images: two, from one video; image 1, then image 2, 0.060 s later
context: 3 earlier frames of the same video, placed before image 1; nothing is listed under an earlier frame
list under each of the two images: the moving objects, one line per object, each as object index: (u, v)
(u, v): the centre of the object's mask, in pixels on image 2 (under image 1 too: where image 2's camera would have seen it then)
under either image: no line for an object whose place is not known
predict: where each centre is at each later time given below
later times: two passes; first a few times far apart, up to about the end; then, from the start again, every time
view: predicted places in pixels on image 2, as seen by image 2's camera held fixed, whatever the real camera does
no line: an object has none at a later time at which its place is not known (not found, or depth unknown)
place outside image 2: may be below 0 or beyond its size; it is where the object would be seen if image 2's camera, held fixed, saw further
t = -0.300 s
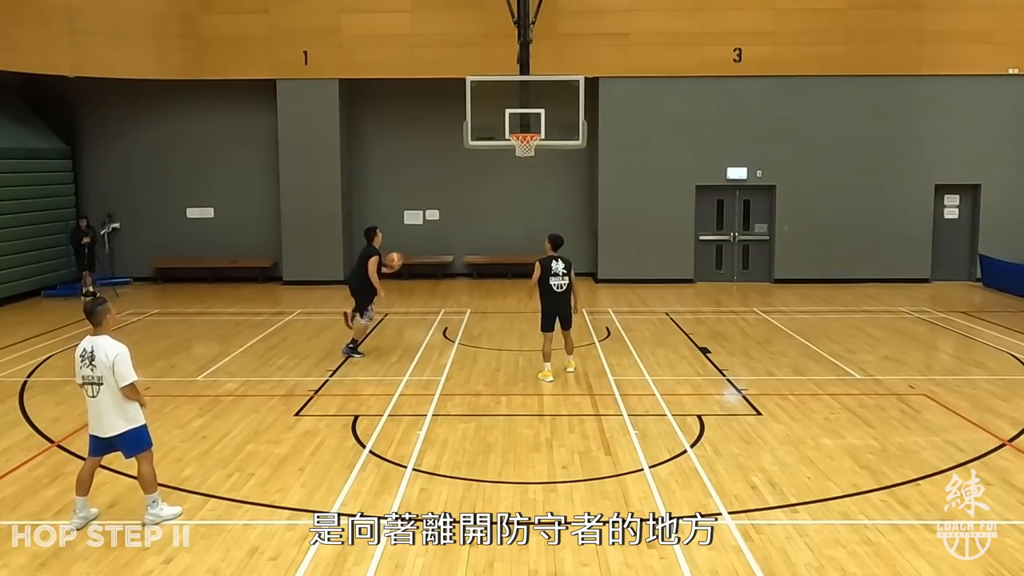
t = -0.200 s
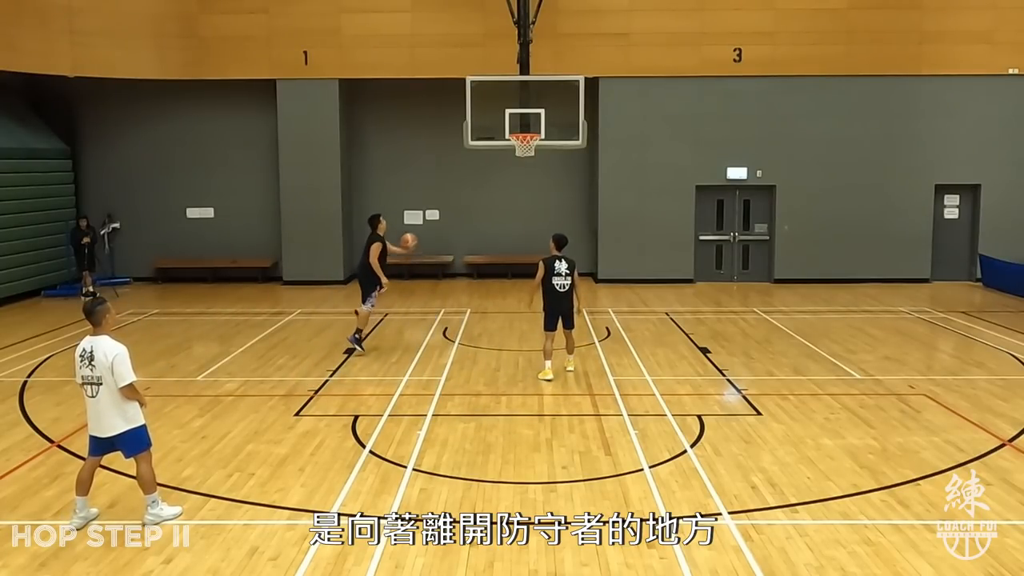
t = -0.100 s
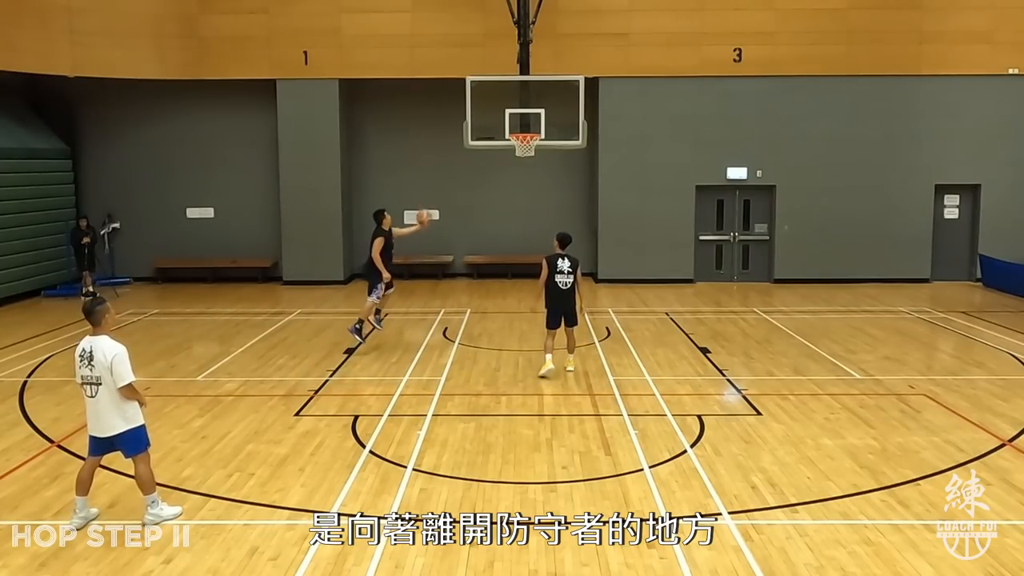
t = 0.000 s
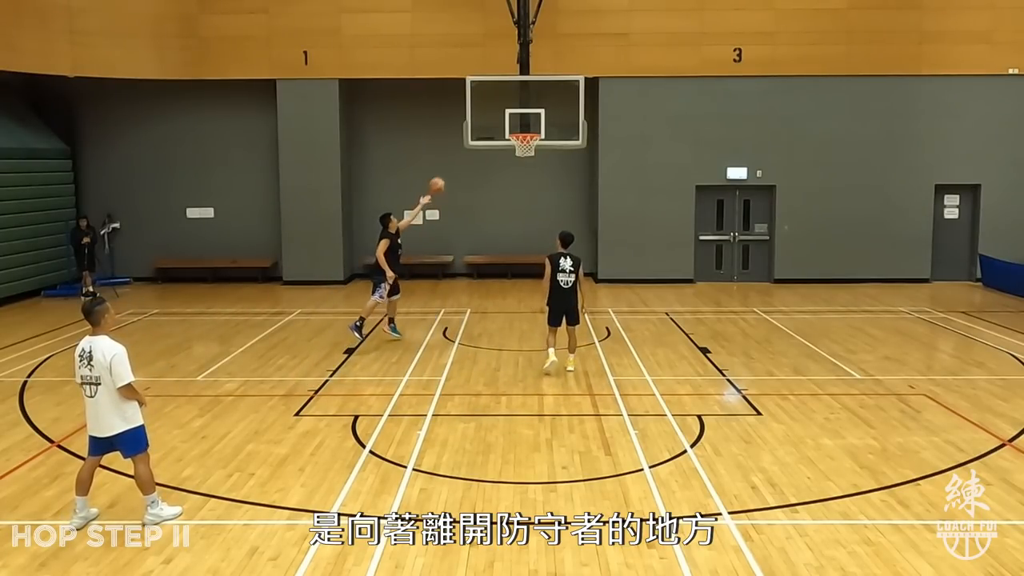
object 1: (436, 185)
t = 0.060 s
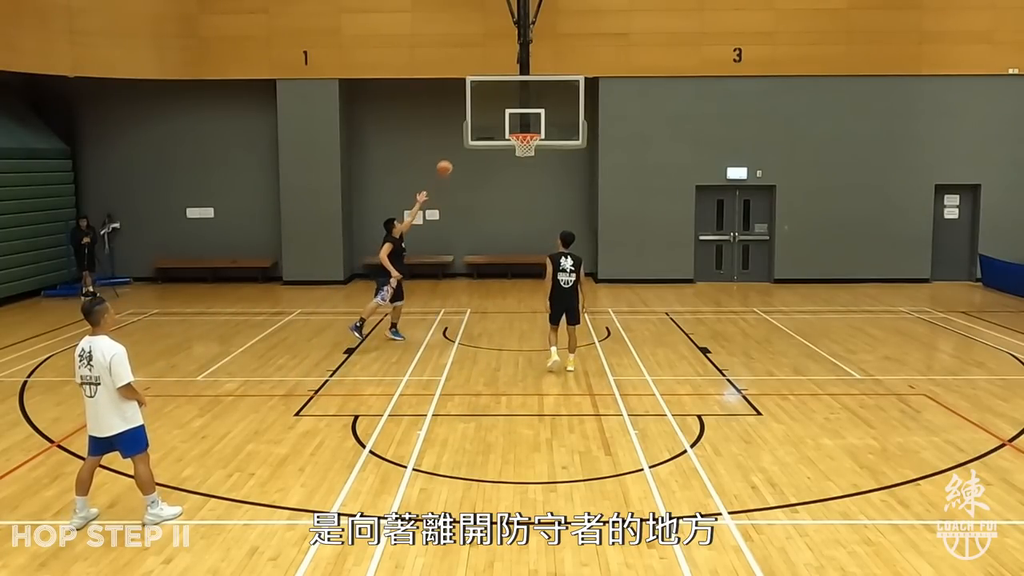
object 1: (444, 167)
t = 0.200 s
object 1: (460, 137)
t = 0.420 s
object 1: (487, 117)
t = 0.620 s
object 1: (511, 123)
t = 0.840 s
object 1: (516, 122)
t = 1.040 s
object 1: (519, 126)
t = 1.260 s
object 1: (532, 132)
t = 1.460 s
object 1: (531, 144)
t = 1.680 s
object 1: (513, 189)
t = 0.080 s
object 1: (446, 162)
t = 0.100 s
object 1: (449, 157)
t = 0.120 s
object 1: (452, 153)
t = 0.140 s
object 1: (454, 149)
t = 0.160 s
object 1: (456, 145)
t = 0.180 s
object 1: (457, 141)
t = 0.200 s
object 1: (460, 137)
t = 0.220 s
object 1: (463, 134)
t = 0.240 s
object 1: (465, 131)
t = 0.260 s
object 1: (468, 129)
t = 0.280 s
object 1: (470, 126)
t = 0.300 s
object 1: (472, 124)
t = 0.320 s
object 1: (474, 122)
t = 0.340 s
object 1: (478, 120)
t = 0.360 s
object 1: (480, 119)
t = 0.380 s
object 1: (482, 118)
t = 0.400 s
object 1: (485, 117)
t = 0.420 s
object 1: (487, 117)
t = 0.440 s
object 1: (489, 116)
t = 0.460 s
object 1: (492, 116)
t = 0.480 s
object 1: (494, 116)
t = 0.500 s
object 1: (497, 117)
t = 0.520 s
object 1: (498, 118)
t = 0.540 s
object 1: (501, 118)
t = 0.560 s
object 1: (503, 119)
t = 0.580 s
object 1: (506, 120)
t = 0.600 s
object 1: (508, 122)
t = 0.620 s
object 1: (511, 123)
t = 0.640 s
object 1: (513, 126)
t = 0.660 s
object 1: (515, 127)
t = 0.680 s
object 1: (515, 126)
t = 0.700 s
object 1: (515, 125)
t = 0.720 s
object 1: (515, 124)
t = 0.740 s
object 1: (516, 124)
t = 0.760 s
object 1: (516, 123)
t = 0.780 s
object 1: (516, 123)
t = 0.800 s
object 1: (516, 122)
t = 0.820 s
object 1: (516, 122)
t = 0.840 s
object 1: (516, 122)
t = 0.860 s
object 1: (516, 122)
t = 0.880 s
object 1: (517, 120)
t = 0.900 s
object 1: (517, 120)
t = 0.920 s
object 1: (517, 122)
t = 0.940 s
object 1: (517, 123)
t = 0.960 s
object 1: (517, 125)
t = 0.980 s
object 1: (517, 126)
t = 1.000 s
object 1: (517, 127)
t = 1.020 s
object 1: (518, 127)
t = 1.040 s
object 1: (519, 126)
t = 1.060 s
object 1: (521, 126)
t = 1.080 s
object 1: (521, 126)
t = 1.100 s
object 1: (523, 126)
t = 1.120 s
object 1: (524, 126)
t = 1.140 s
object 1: (525, 127)
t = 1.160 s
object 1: (526, 127)
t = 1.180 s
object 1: (527, 128)
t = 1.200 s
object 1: (528, 129)
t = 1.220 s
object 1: (529, 130)
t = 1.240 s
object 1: (531, 131)
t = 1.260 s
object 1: (532, 132)
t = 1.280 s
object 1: (533, 133)
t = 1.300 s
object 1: (532, 139)
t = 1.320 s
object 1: (532, 140)
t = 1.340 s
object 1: (532, 140)
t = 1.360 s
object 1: (532, 141)
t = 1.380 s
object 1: (531, 143)
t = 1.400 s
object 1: (530, 145)
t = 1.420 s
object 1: (529, 145)
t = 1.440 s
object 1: (528, 145)
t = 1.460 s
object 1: (531, 144)
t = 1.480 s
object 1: (523, 158)
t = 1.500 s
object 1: (523, 160)
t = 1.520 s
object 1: (522, 161)
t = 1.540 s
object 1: (521, 163)
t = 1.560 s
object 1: (520, 166)
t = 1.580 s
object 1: (519, 169)
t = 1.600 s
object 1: (518, 172)
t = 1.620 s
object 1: (517, 176)
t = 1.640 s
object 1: (516, 180)
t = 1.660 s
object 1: (514, 184)
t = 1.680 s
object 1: (513, 189)
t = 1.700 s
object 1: (512, 193)
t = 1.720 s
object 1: (511, 198)
